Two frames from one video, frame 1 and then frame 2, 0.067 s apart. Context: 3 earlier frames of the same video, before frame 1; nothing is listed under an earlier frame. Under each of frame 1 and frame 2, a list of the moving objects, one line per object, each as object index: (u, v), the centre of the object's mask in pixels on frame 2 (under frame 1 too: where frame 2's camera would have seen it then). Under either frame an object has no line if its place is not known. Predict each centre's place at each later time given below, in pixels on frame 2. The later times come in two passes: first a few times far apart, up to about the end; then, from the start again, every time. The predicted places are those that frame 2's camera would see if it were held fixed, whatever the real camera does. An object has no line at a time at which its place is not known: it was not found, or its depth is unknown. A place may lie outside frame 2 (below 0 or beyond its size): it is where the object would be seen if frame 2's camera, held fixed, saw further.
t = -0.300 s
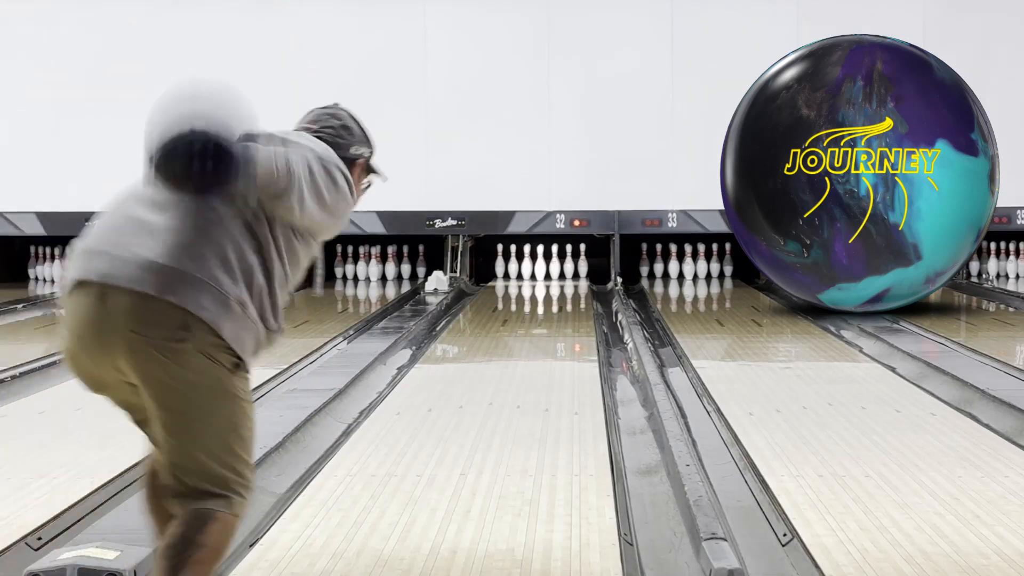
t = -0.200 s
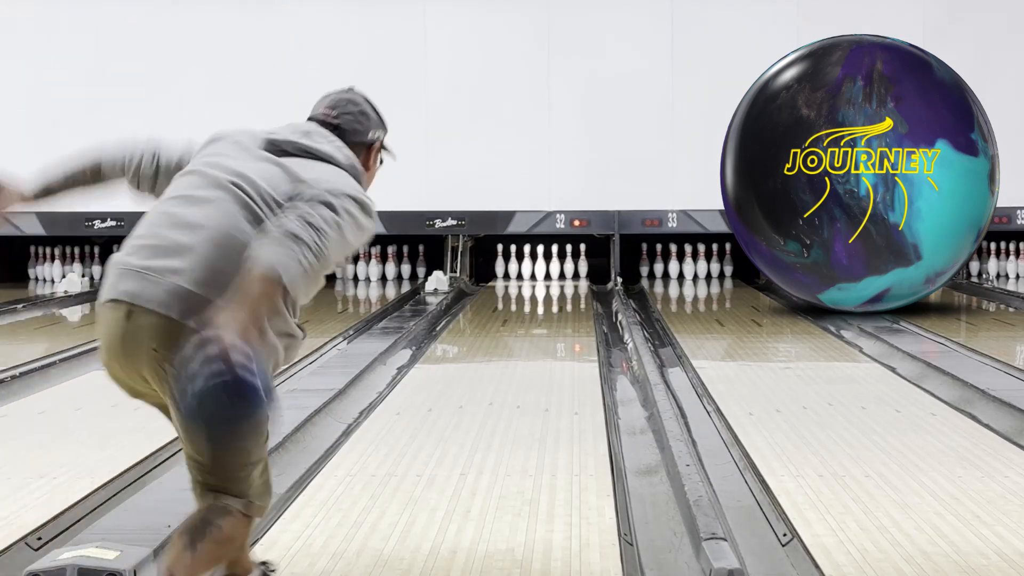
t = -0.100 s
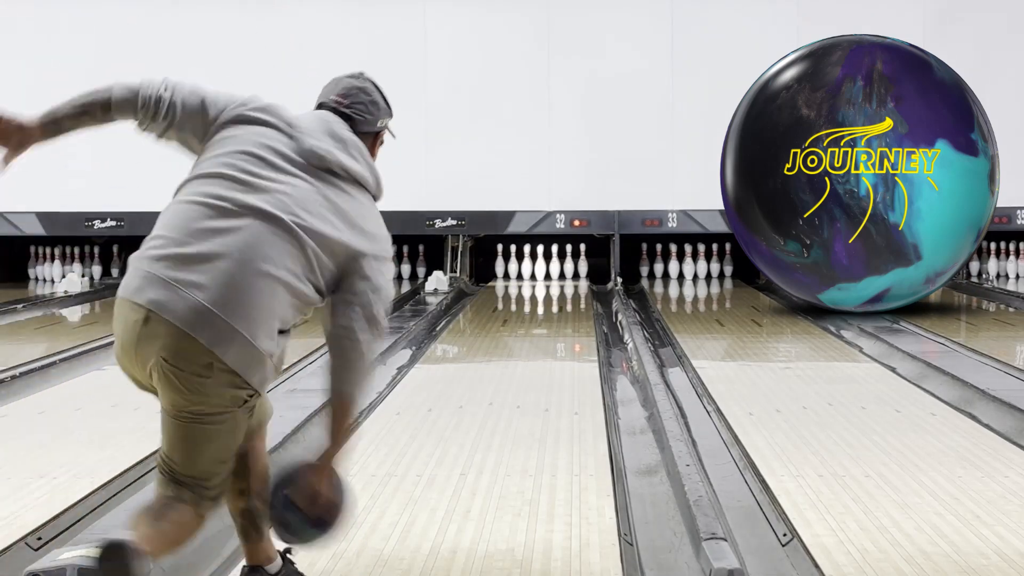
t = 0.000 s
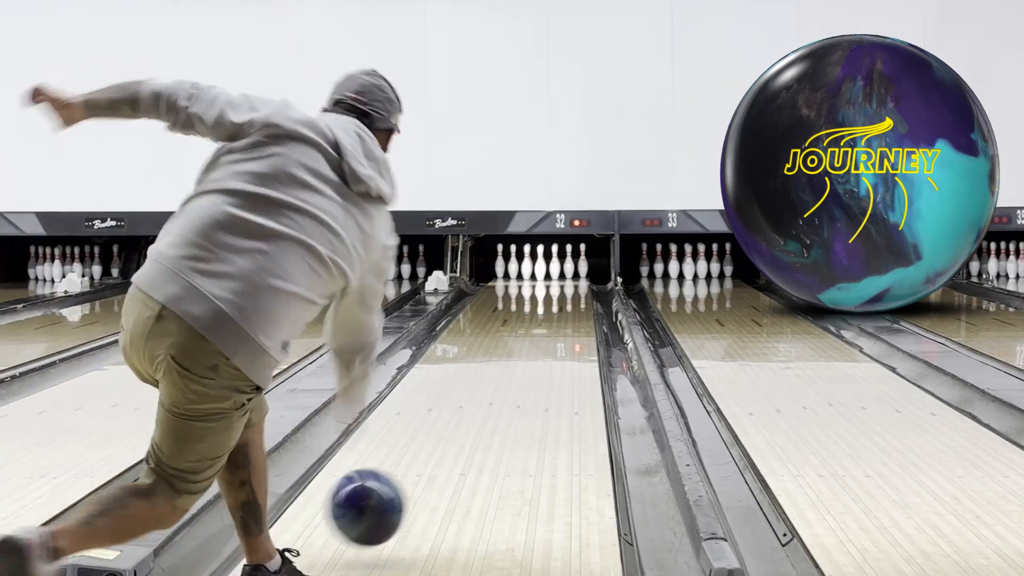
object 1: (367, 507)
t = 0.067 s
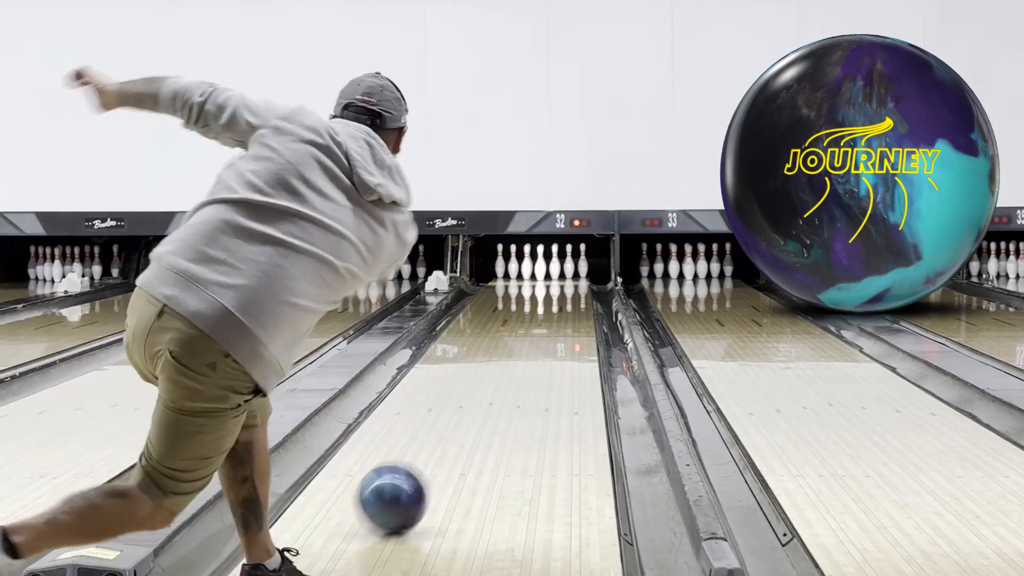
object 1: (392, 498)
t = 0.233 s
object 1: (441, 444)
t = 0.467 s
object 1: (484, 394)
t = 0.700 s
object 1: (514, 361)
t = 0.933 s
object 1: (533, 336)
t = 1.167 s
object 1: (547, 317)
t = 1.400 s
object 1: (556, 304)
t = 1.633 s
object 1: (562, 292)
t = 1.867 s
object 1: (563, 283)
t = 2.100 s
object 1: (557, 276)
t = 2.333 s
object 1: (548, 271)
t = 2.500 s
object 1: (548, 269)
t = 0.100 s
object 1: (404, 485)
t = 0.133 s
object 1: (413, 475)
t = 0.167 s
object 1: (423, 464)
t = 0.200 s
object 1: (432, 454)
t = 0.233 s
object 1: (441, 444)
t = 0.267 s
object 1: (448, 435)
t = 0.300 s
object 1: (455, 428)
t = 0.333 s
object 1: (462, 420)
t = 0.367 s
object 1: (468, 413)
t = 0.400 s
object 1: (474, 406)
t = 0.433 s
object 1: (480, 400)
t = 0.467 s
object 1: (484, 394)
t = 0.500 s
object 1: (490, 389)
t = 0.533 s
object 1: (494, 383)
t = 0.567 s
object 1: (498, 379)
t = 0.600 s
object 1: (503, 374)
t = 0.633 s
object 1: (506, 369)
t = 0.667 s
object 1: (510, 365)
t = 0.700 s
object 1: (514, 361)
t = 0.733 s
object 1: (517, 357)
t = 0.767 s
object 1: (520, 353)
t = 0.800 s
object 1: (523, 349)
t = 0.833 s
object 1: (526, 346)
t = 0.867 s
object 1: (528, 343)
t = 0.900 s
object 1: (531, 339)
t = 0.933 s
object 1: (533, 336)
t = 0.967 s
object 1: (536, 333)
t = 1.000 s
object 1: (538, 330)
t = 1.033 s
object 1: (540, 328)
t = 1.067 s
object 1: (542, 325)
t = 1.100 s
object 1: (543, 322)
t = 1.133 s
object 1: (545, 319)
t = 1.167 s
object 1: (547, 317)
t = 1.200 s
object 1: (548, 315)
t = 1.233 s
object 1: (550, 313)
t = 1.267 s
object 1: (551, 311)
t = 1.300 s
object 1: (553, 309)
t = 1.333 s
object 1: (554, 307)
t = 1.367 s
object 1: (556, 305)
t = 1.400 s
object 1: (556, 304)
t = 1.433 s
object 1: (557, 302)
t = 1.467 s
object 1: (559, 300)
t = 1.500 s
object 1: (559, 298)
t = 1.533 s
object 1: (560, 297)
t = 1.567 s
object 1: (561, 295)
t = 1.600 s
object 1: (561, 294)
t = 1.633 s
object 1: (562, 292)
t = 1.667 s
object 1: (562, 290)
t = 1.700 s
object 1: (562, 289)
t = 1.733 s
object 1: (563, 288)
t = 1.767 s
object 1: (563, 287)
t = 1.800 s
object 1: (563, 285)
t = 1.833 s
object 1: (563, 284)
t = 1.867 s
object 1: (563, 283)
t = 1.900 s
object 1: (562, 281)
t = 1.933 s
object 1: (562, 280)
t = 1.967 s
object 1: (561, 279)
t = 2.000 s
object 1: (560, 278)
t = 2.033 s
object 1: (559, 277)
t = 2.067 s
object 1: (558, 277)
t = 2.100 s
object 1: (557, 276)
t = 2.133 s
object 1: (555, 275)
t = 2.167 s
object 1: (553, 274)
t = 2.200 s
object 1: (552, 273)
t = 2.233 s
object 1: (551, 272)
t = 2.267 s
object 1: (549, 272)
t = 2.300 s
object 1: (547, 271)
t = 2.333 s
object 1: (548, 271)
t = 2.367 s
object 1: (547, 270)
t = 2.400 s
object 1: (547, 270)
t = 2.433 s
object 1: (547, 269)
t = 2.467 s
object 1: (547, 269)
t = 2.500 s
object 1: (548, 269)
